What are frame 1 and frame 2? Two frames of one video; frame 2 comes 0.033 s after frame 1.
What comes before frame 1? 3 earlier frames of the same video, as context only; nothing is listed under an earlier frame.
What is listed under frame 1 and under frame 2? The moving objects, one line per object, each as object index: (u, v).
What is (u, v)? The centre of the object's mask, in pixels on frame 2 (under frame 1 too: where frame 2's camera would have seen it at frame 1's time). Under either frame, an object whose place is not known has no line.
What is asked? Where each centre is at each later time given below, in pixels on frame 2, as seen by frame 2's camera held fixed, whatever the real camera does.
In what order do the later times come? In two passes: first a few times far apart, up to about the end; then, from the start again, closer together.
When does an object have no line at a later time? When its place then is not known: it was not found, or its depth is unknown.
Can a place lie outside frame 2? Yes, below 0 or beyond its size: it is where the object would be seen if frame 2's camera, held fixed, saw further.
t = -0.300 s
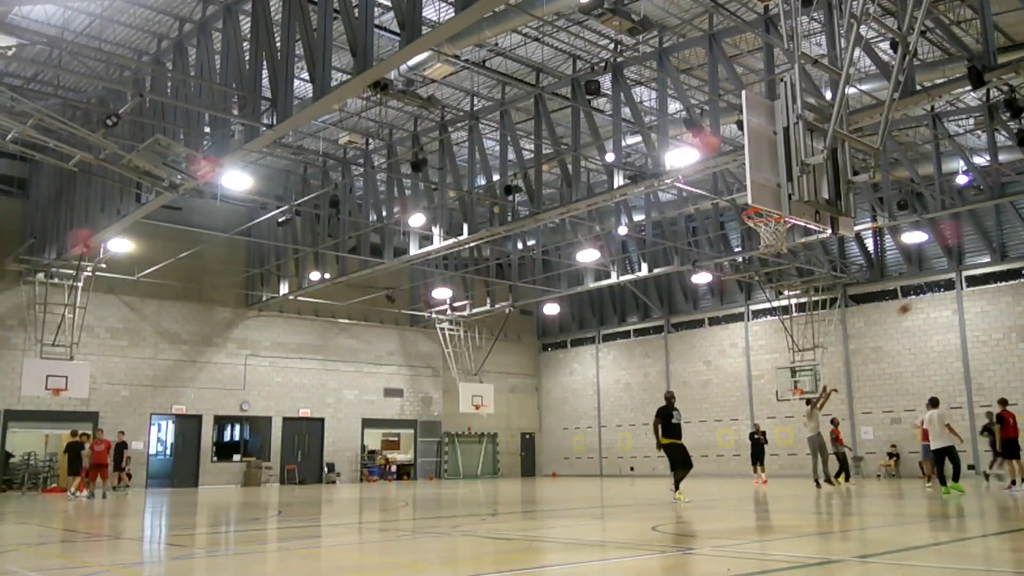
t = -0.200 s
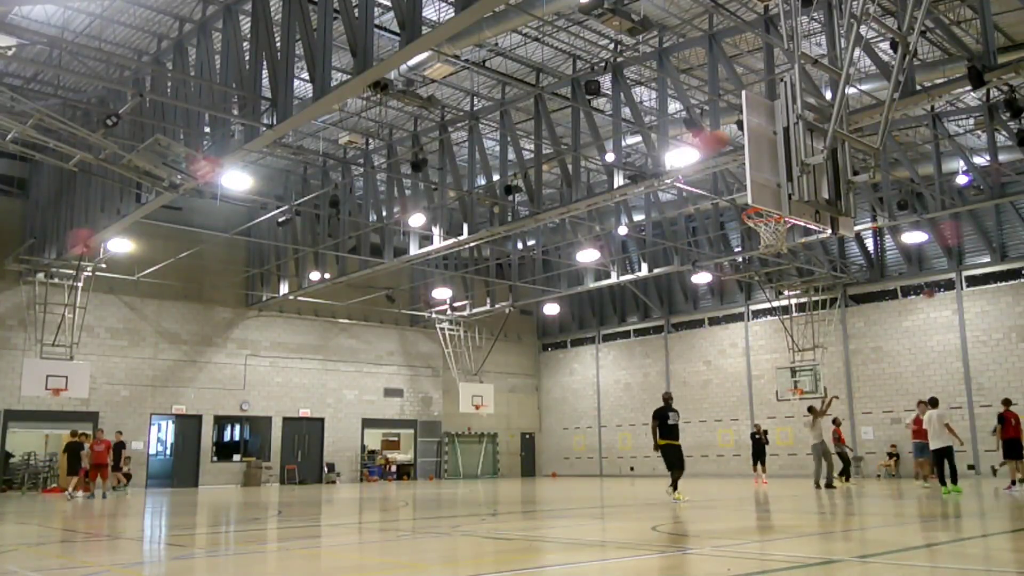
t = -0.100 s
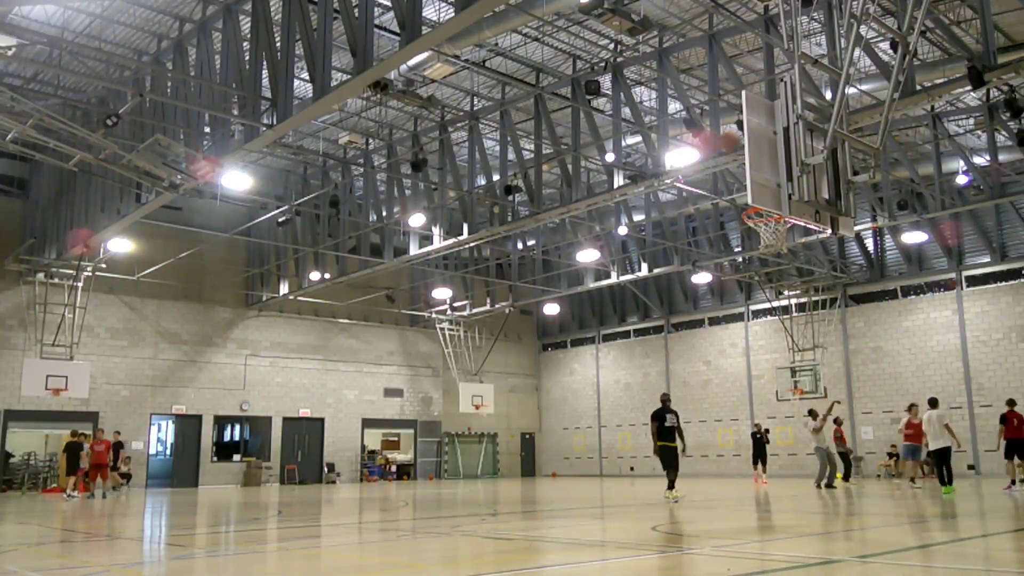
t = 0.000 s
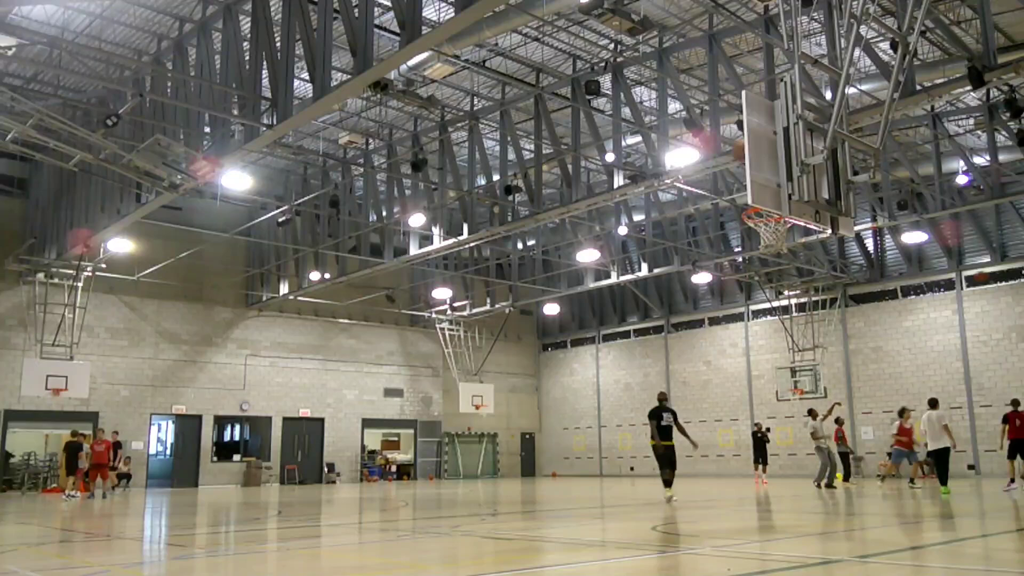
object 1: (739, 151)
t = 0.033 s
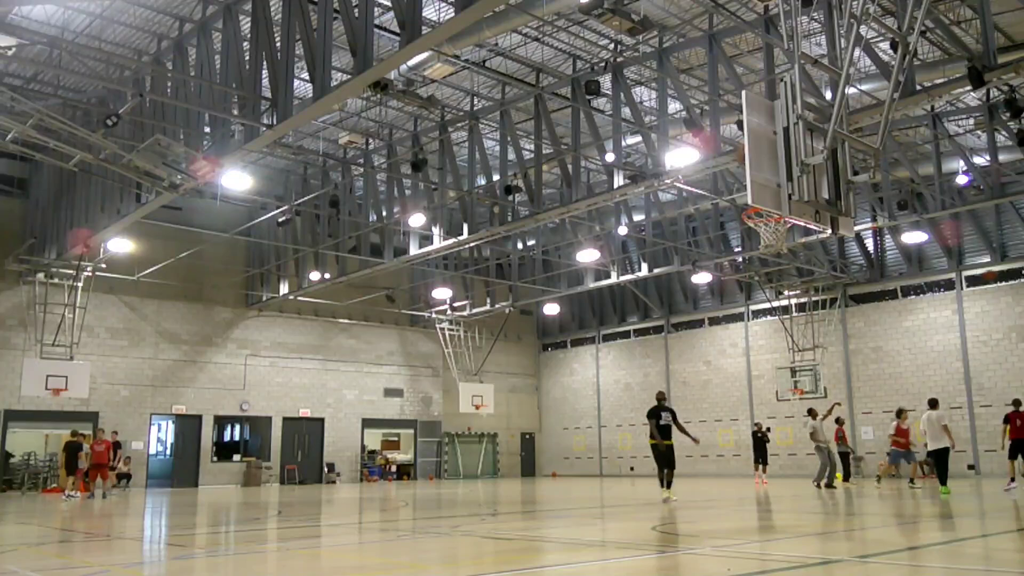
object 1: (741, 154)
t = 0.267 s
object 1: (755, 226)
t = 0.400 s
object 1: (777, 256)
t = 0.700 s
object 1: (831, 377)
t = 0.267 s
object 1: (755, 226)
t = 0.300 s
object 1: (764, 241)
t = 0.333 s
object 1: (767, 244)
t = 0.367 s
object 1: (771, 249)
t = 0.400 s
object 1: (777, 256)
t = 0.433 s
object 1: (782, 264)
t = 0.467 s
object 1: (789, 276)
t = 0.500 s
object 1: (793, 283)
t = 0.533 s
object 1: (801, 299)
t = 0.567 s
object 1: (806, 312)
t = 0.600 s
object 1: (813, 327)
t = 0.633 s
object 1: (819, 343)
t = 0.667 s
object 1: (824, 359)
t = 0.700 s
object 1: (831, 377)
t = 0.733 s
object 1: (838, 397)
